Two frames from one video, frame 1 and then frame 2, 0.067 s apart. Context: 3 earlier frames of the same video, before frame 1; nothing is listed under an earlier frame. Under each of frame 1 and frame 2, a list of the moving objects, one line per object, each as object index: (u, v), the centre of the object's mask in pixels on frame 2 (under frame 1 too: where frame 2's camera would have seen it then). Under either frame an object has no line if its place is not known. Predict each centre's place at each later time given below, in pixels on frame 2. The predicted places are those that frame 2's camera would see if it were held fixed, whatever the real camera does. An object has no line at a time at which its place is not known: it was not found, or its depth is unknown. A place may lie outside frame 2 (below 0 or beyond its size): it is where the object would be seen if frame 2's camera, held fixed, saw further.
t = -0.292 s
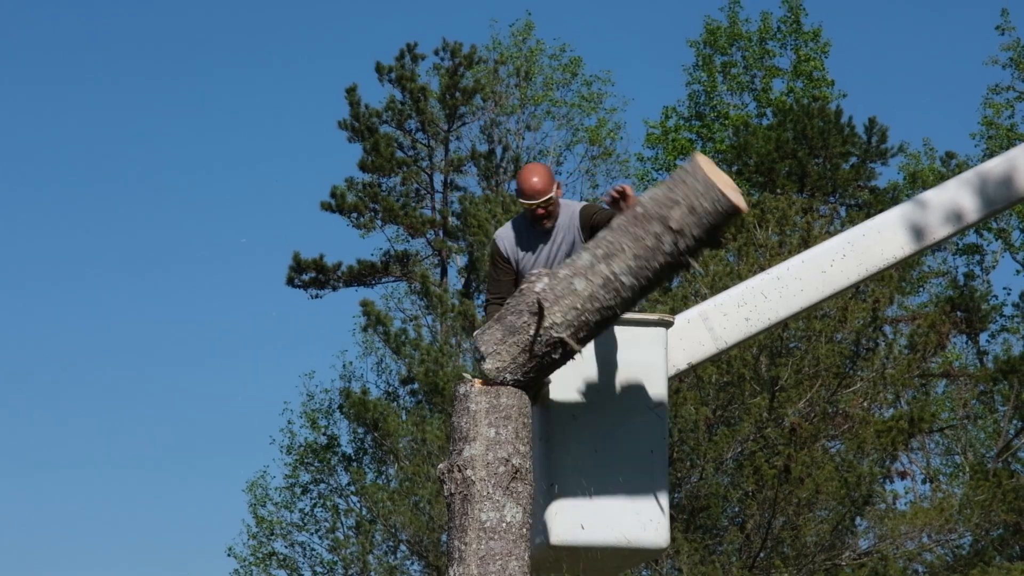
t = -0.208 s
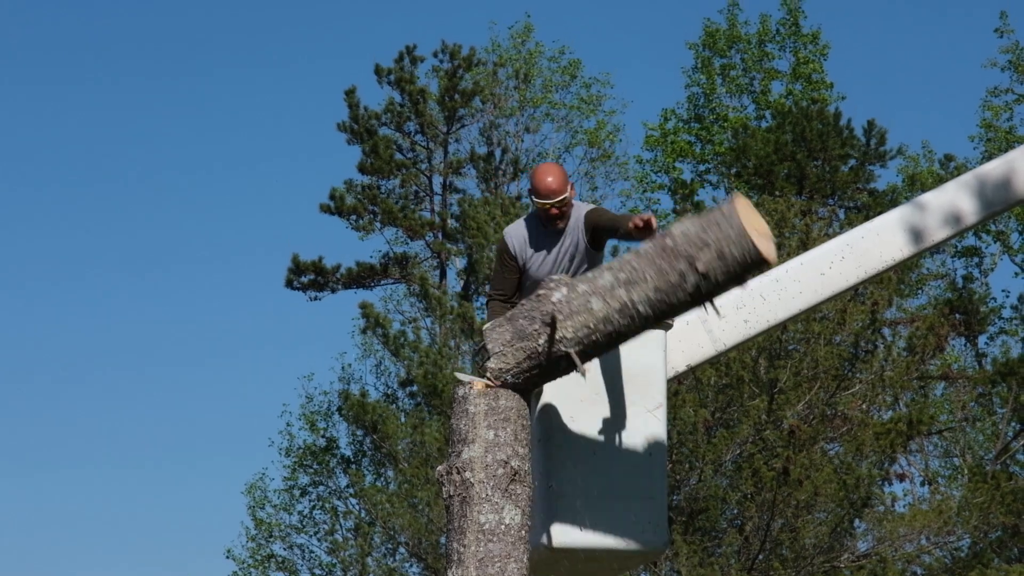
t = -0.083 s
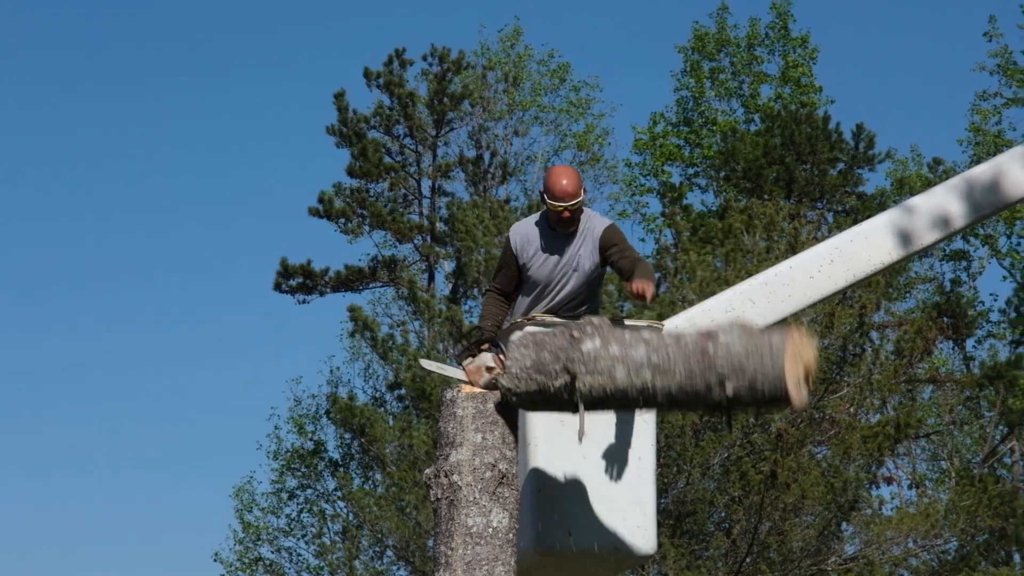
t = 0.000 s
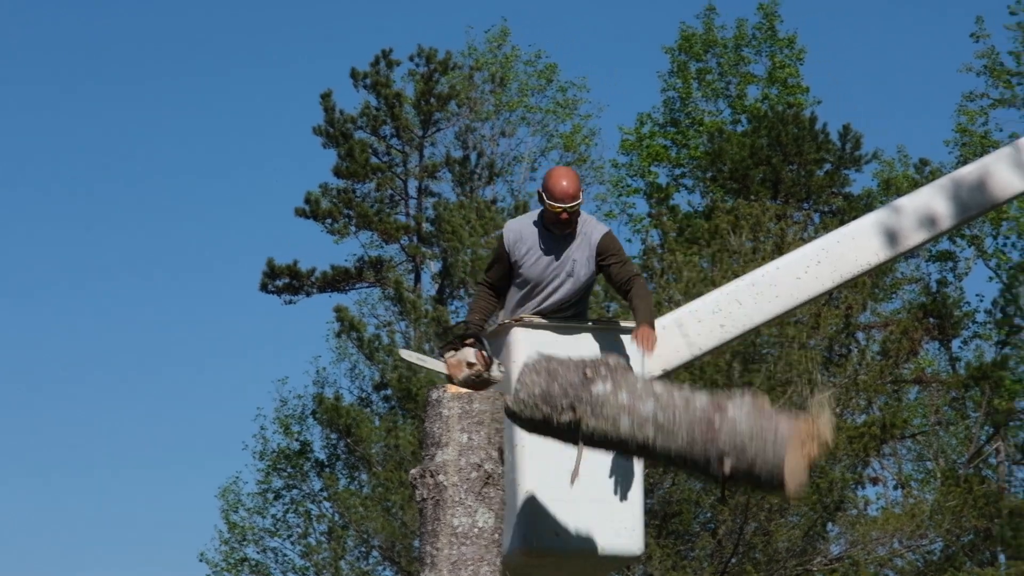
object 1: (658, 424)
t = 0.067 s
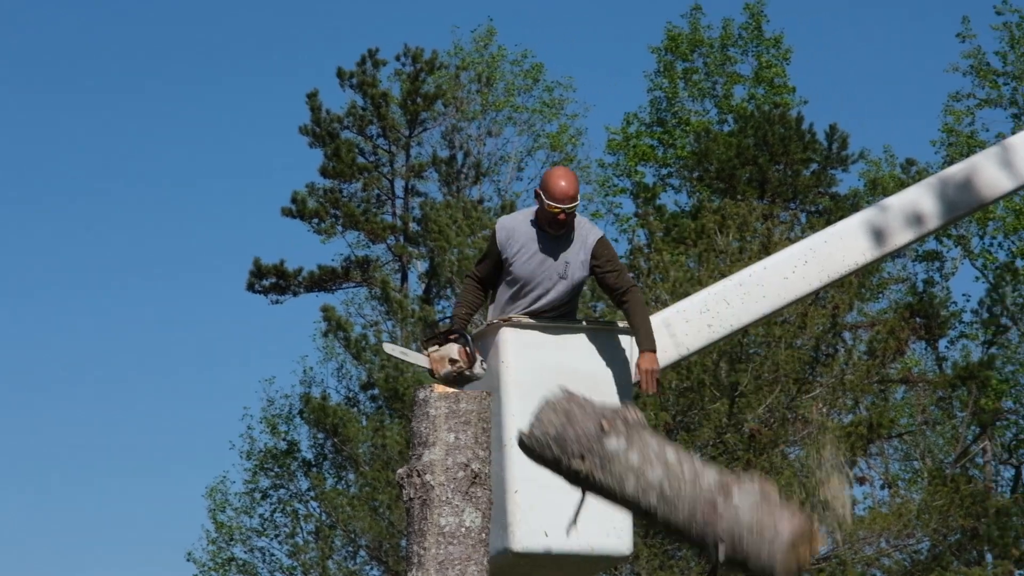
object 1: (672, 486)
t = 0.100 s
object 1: (661, 504)
